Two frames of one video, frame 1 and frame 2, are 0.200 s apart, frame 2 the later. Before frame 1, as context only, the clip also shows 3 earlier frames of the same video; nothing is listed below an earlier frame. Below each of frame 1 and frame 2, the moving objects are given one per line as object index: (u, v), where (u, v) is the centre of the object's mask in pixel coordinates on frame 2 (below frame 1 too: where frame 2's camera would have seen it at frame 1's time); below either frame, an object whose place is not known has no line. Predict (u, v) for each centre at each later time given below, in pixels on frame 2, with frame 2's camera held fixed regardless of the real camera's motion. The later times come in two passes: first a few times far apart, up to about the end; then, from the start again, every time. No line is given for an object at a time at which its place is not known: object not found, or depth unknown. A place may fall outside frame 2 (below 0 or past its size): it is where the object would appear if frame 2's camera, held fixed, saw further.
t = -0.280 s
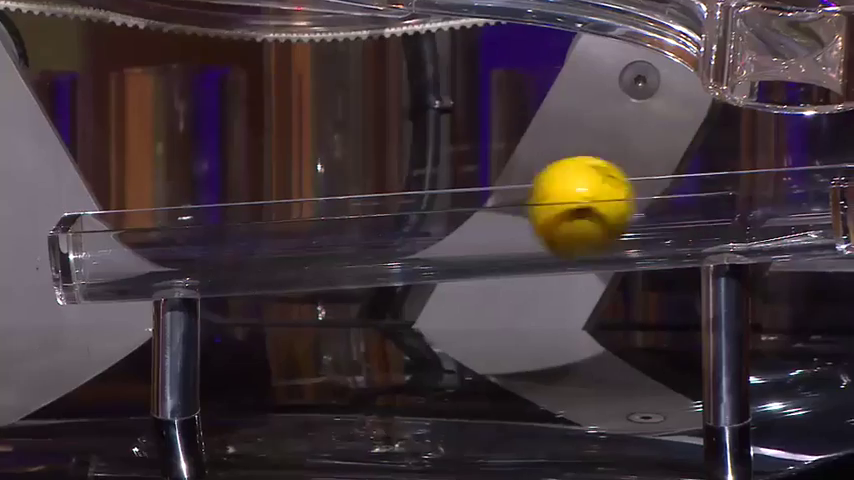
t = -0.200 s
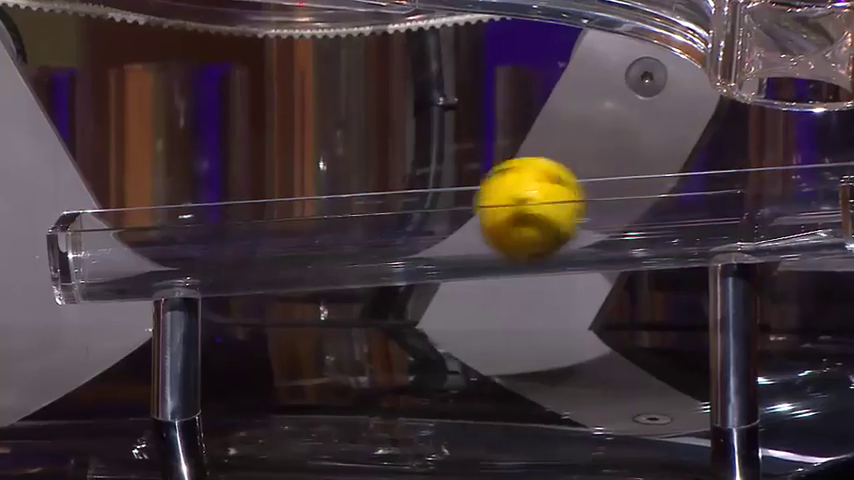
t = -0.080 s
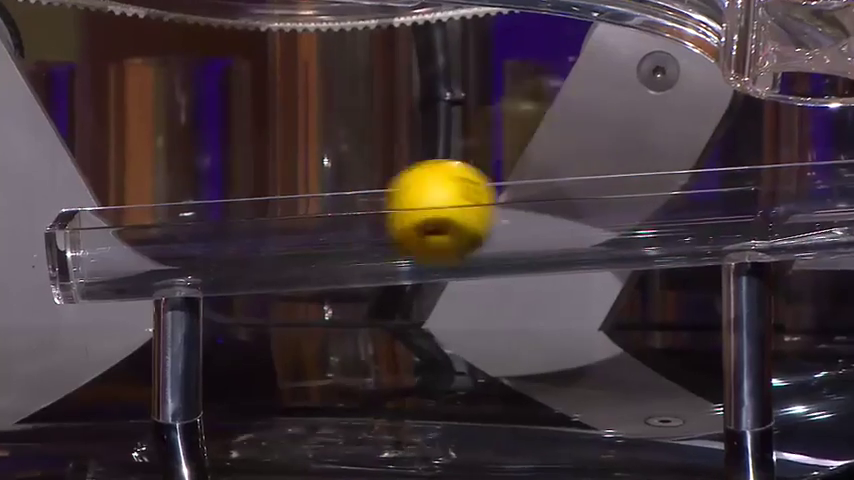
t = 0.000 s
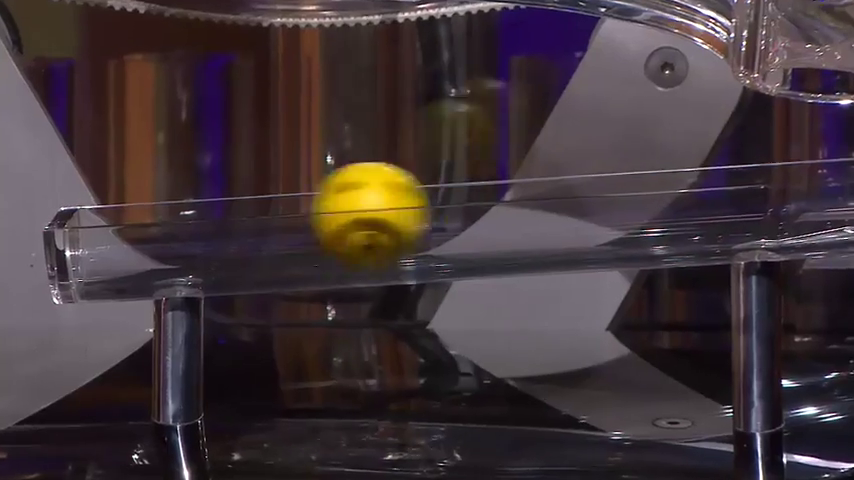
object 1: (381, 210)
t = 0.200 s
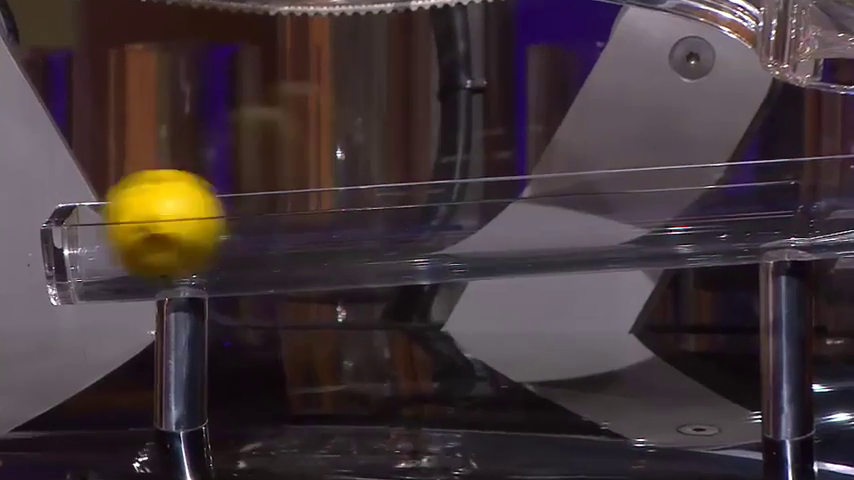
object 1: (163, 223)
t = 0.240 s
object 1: (140, 225)
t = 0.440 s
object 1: (220, 223)
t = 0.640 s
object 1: (233, 223)
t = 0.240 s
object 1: (140, 225)
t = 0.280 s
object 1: (169, 225)
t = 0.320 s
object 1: (190, 224)
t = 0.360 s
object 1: (202, 223)
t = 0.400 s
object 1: (212, 223)
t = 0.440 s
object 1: (220, 223)
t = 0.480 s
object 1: (227, 223)
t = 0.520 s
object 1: (231, 222)
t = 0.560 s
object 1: (233, 223)
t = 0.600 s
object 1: (234, 223)
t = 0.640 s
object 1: (233, 223)
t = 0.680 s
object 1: (230, 223)
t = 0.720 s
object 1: (227, 223)
